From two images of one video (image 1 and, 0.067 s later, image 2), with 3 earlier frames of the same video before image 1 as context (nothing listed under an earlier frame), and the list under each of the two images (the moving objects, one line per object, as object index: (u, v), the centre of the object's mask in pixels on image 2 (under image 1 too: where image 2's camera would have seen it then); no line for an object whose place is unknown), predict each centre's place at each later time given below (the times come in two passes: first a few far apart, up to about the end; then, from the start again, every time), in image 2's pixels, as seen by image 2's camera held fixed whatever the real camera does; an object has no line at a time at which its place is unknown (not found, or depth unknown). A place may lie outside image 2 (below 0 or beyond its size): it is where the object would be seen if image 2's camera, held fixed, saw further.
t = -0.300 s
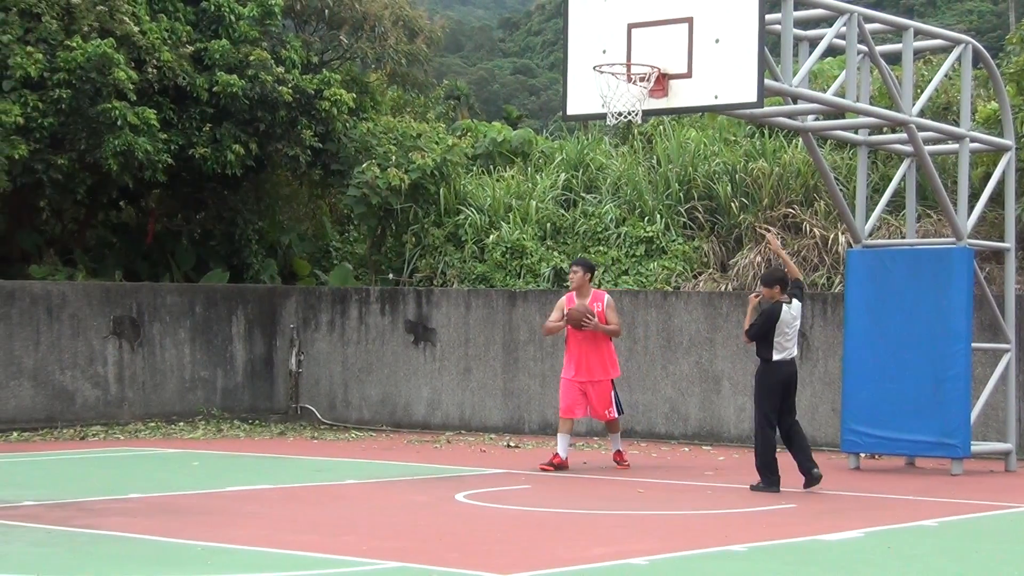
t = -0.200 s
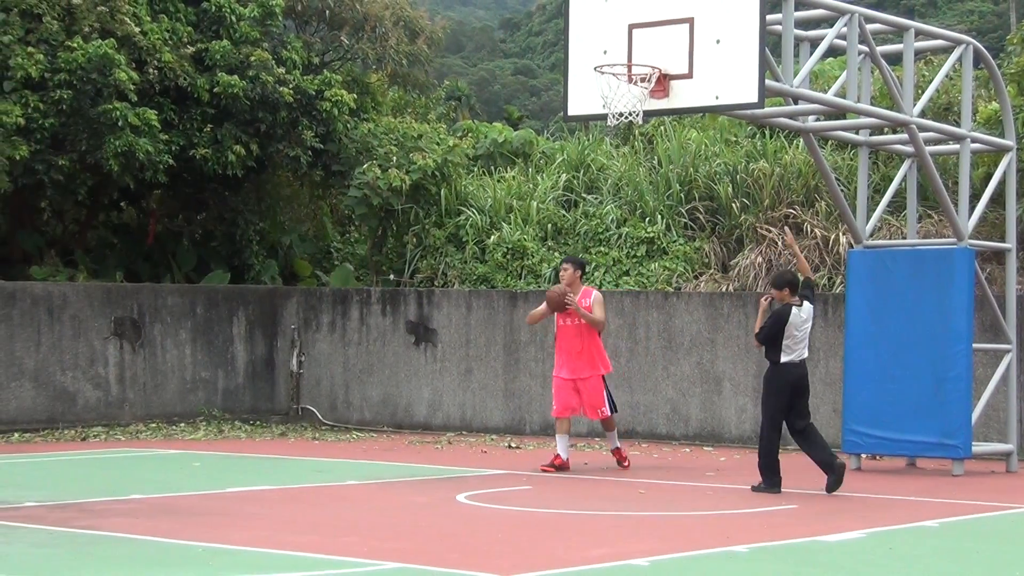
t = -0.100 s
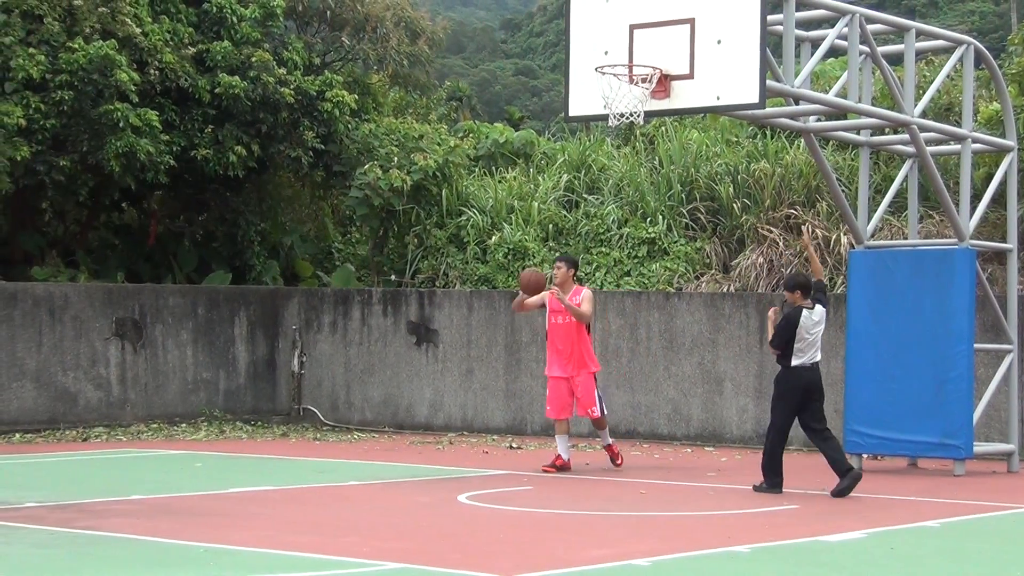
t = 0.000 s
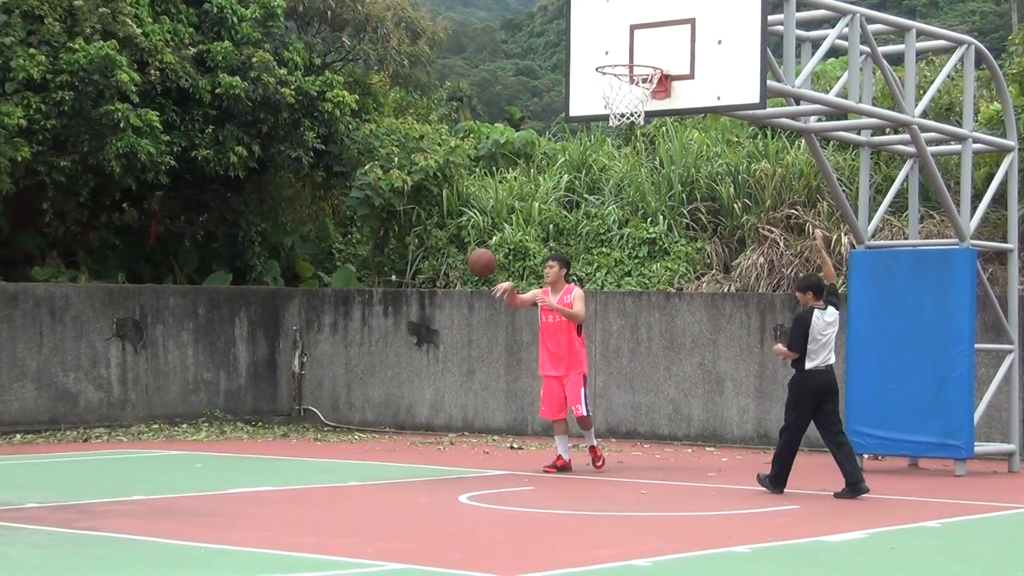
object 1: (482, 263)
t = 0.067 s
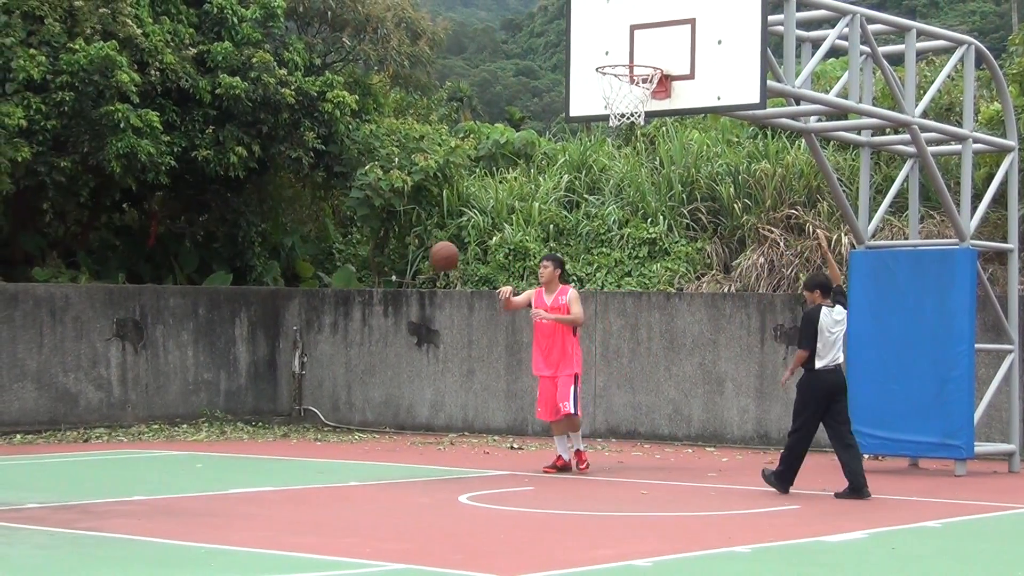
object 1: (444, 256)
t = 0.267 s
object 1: (322, 267)
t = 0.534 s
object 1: (141, 371)
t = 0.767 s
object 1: (4, 440)
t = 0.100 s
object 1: (425, 254)
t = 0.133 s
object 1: (404, 254)
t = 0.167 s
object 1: (385, 257)
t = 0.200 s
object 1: (364, 258)
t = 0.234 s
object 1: (344, 262)
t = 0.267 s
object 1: (322, 267)
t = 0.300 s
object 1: (301, 275)
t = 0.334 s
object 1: (280, 283)
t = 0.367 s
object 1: (257, 293)
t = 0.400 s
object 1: (235, 305)
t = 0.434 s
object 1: (212, 318)
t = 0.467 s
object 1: (188, 334)
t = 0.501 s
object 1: (165, 351)
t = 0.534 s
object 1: (141, 371)
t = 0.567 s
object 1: (116, 391)
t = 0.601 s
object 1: (90, 415)
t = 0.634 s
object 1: (65, 440)
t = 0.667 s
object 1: (39, 469)
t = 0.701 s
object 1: (17, 484)
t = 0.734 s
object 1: (9, 462)
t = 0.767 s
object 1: (4, 440)
